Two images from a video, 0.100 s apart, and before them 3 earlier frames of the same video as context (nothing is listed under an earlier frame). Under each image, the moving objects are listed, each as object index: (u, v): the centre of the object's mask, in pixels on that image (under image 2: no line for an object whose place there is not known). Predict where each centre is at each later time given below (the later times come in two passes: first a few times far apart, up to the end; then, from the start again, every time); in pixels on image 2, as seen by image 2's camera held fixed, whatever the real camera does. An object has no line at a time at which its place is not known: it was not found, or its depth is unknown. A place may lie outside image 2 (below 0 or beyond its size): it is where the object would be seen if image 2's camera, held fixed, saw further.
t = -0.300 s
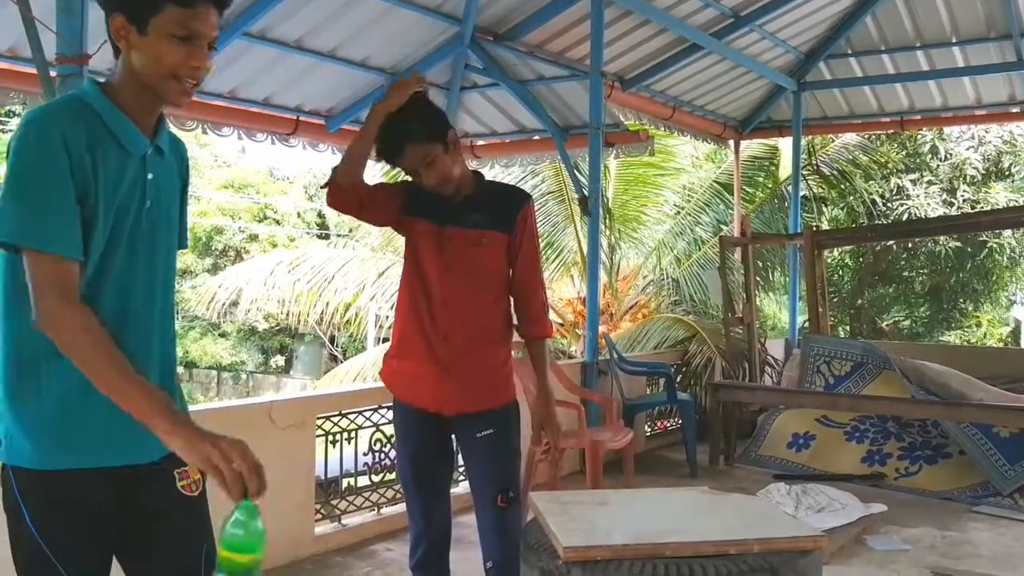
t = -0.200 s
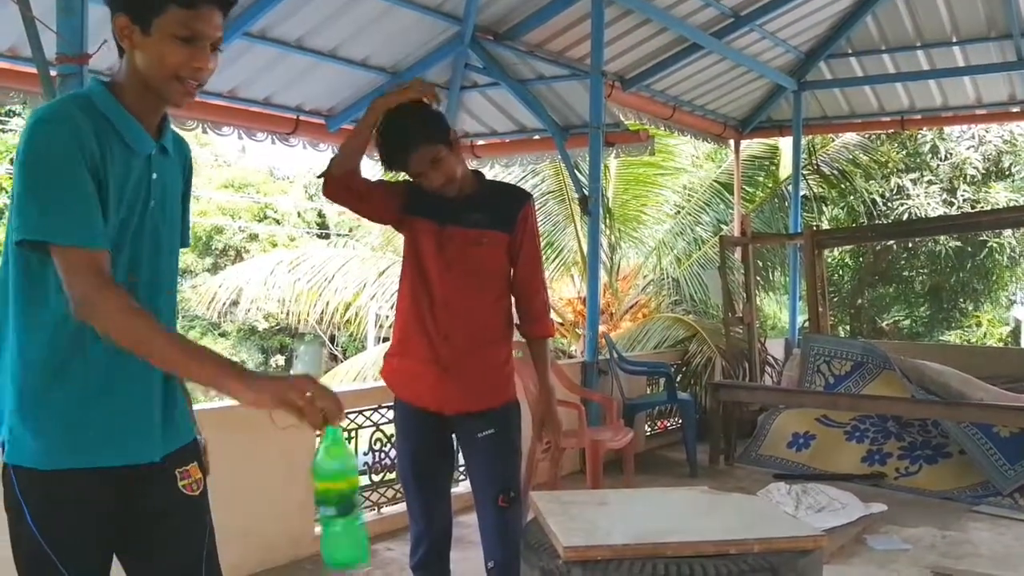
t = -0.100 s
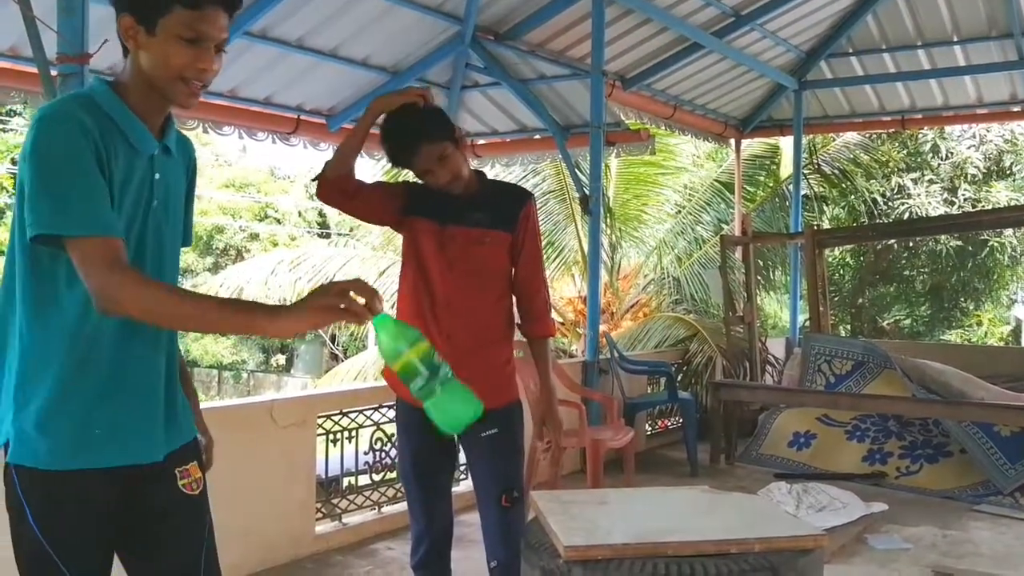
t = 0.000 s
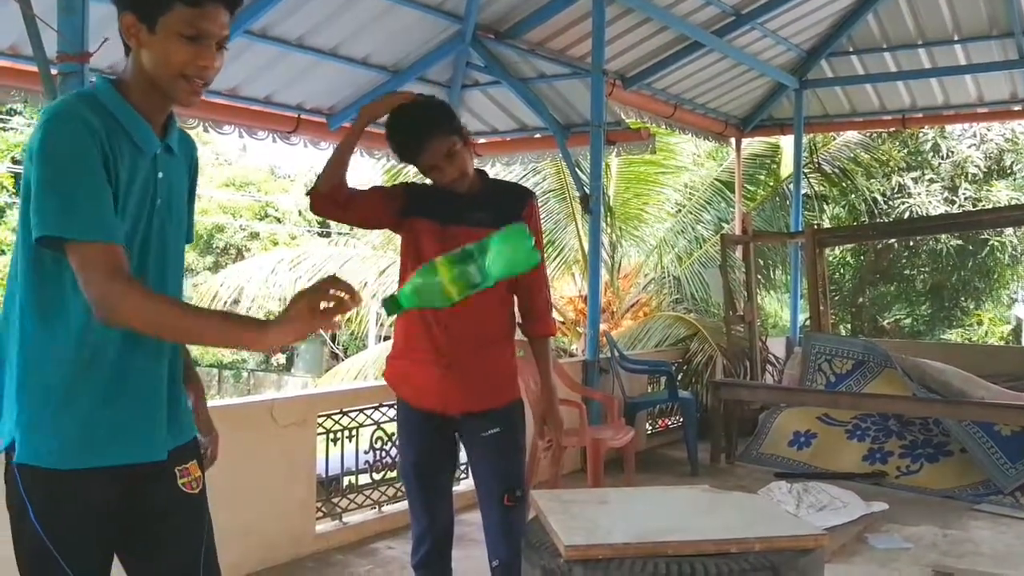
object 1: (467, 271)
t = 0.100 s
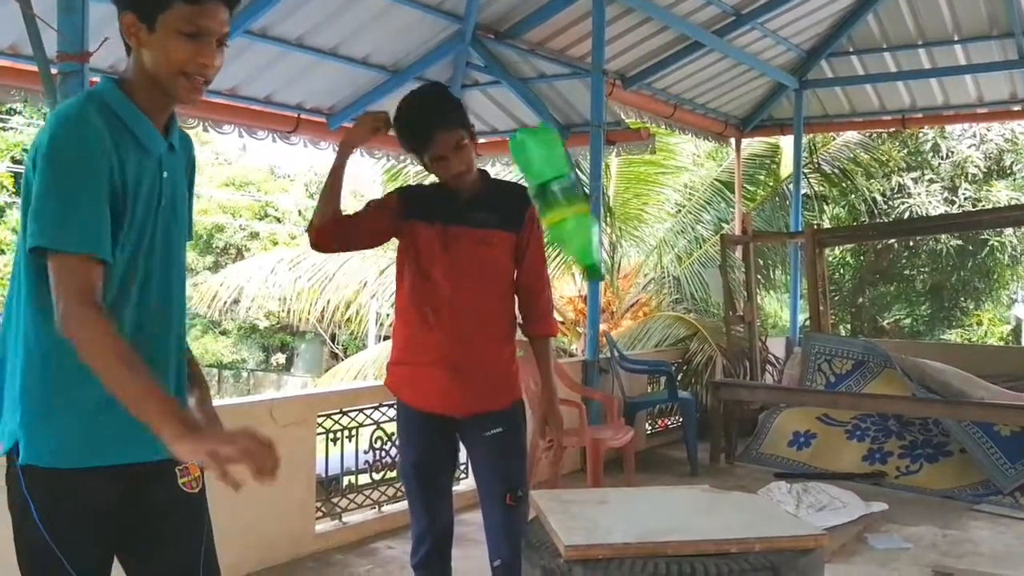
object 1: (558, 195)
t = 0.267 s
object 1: (644, 160)
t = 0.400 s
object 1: (698, 325)
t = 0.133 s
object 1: (582, 170)
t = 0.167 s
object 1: (602, 149)
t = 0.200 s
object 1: (617, 141)
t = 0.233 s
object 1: (631, 145)
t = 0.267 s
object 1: (644, 160)
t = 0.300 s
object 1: (657, 185)
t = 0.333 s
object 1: (671, 220)
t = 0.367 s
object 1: (685, 266)
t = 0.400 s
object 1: (698, 325)
